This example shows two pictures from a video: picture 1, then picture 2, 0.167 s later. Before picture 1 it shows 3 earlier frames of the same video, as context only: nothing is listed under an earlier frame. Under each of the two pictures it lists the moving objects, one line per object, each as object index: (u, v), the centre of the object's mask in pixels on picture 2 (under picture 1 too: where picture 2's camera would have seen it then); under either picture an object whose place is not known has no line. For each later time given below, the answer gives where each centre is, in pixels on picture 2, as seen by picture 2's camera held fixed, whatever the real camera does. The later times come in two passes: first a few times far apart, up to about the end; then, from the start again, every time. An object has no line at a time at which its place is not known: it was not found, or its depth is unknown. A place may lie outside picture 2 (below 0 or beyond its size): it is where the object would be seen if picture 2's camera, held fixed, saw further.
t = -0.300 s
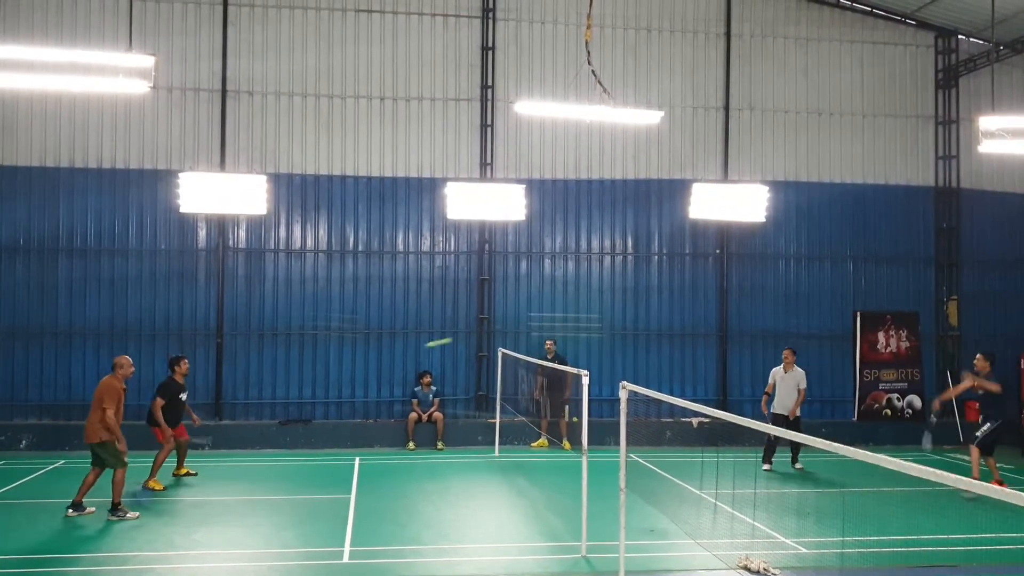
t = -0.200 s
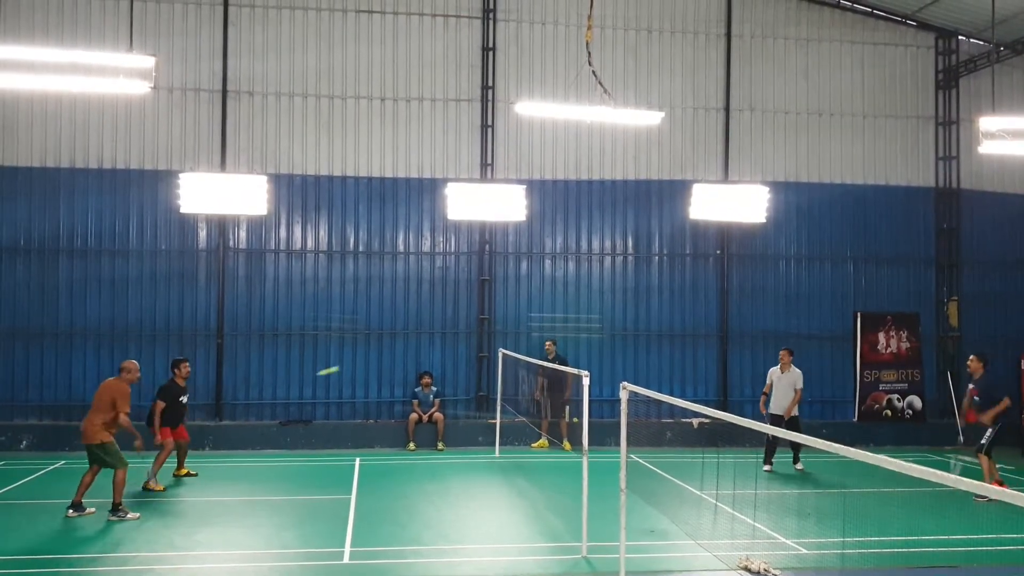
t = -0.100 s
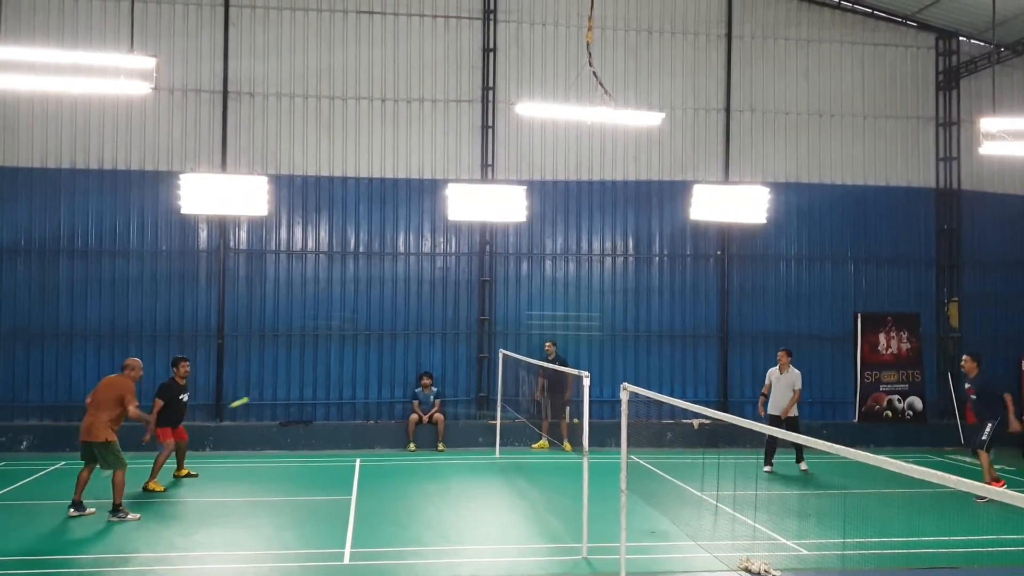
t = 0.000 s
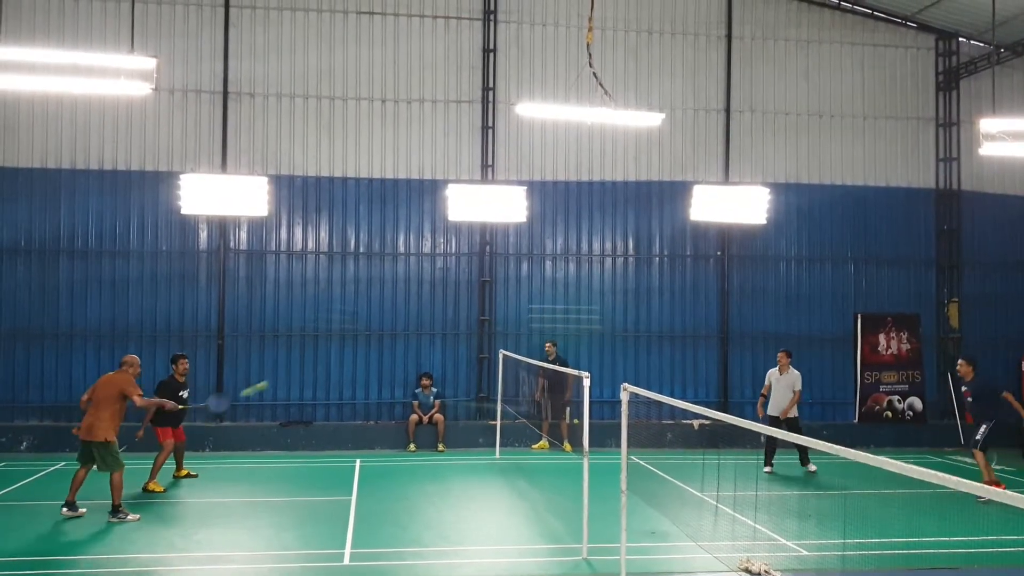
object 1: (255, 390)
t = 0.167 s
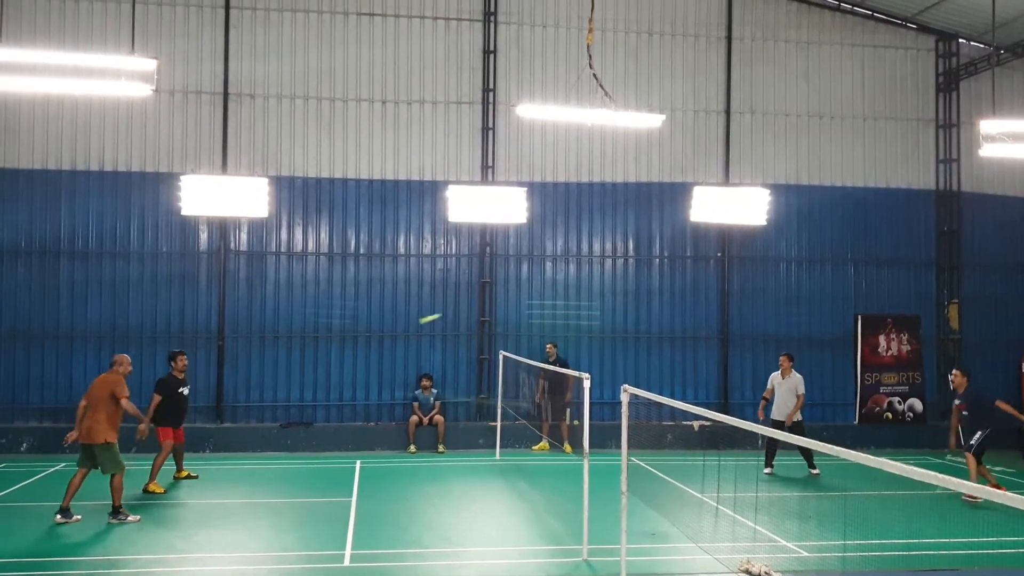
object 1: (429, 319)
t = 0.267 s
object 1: (506, 295)
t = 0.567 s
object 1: (677, 291)
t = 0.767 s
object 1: (762, 330)
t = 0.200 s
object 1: (458, 310)
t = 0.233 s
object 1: (483, 302)
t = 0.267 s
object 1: (506, 295)
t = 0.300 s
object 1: (529, 291)
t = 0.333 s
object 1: (550, 287)
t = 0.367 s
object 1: (571, 284)
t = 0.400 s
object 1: (590, 283)
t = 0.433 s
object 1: (609, 283)
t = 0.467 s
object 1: (626, 283)
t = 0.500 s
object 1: (644, 285)
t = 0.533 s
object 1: (661, 288)
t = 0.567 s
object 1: (677, 291)
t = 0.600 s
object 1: (692, 295)
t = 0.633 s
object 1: (707, 300)
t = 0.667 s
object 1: (721, 307)
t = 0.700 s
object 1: (736, 313)
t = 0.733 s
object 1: (749, 321)
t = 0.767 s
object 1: (762, 330)
